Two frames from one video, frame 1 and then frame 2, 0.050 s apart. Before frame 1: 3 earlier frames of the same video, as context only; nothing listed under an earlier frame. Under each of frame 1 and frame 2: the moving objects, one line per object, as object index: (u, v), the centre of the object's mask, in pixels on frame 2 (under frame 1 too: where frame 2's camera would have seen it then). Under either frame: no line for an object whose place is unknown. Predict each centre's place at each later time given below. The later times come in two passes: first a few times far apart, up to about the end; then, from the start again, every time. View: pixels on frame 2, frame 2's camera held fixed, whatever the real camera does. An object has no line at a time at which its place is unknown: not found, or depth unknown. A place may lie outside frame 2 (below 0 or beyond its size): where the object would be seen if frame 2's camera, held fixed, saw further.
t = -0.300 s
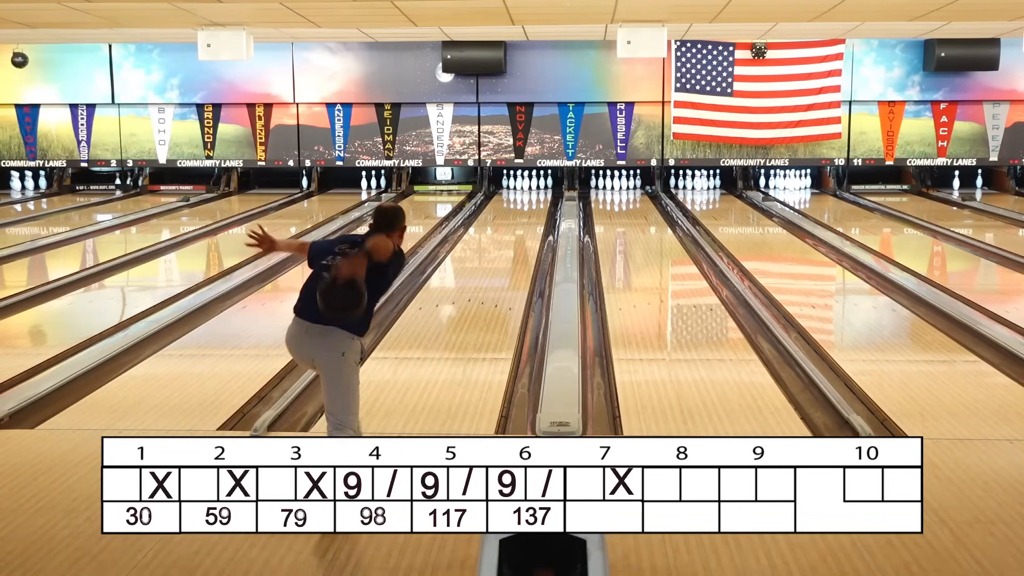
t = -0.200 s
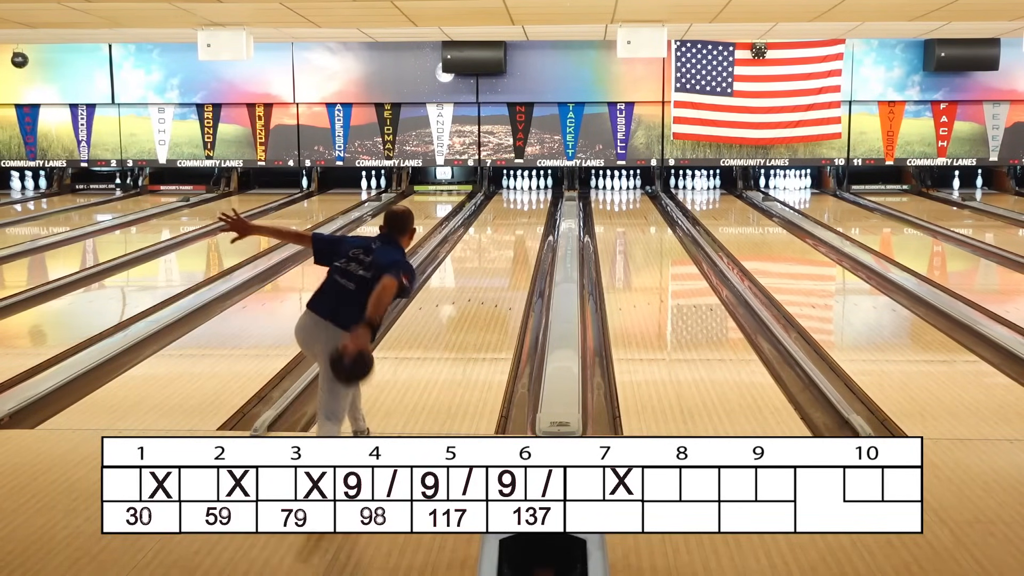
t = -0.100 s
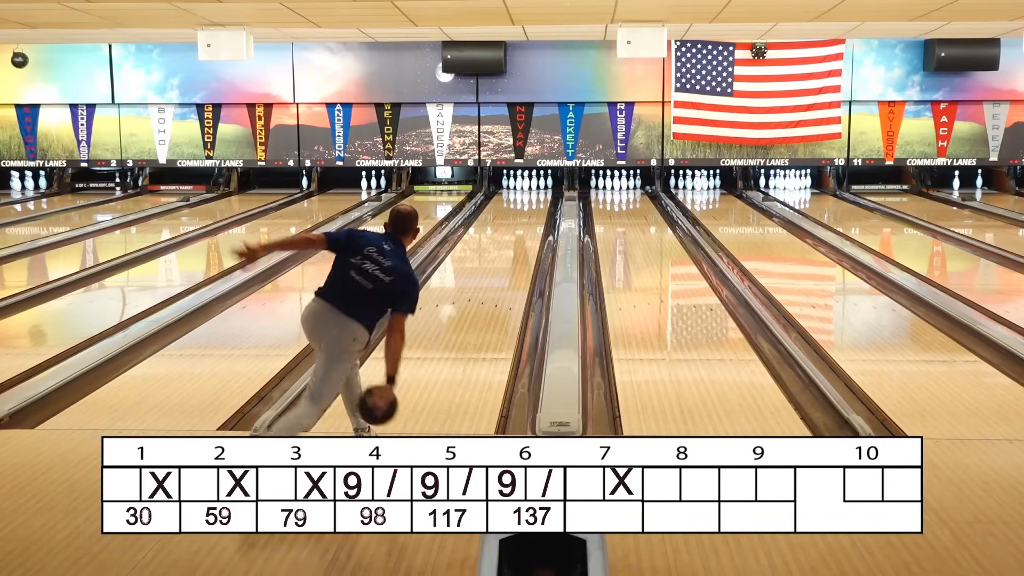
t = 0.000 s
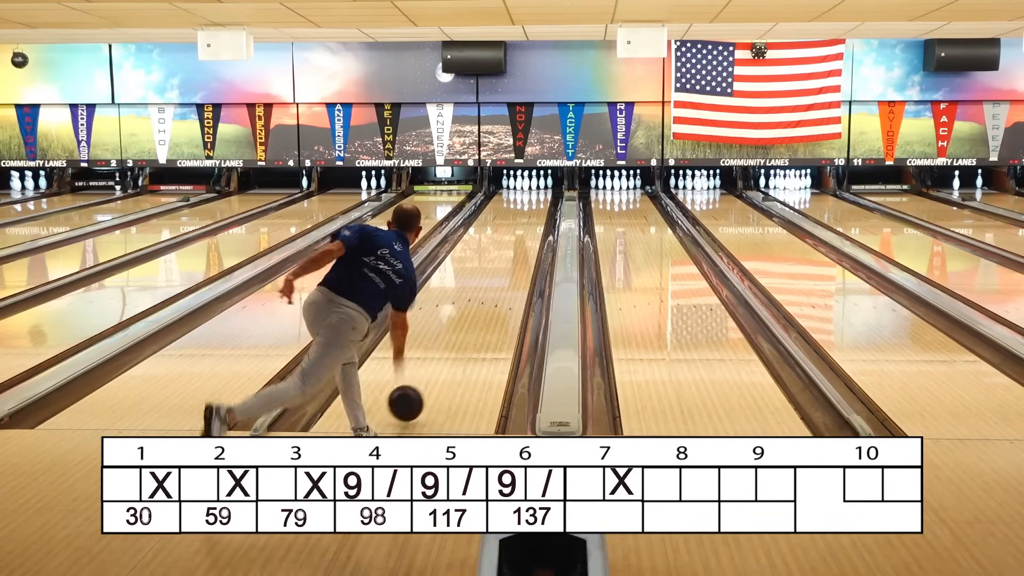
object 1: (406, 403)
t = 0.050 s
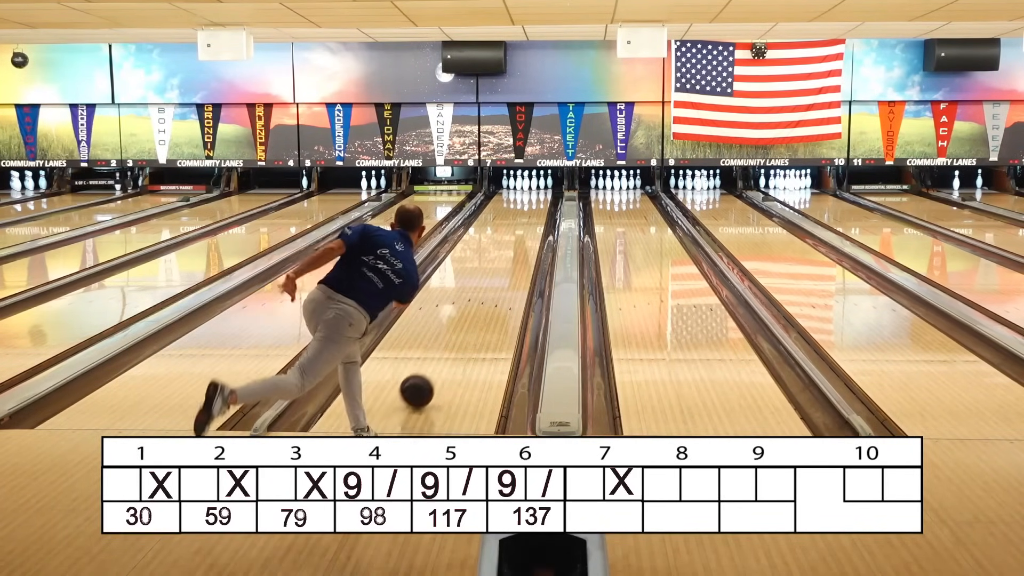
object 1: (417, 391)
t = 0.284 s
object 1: (457, 337)
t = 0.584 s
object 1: (490, 290)
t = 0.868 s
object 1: (510, 260)
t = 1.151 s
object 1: (524, 239)
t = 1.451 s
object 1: (534, 221)
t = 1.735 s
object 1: (539, 208)
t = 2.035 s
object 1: (540, 197)
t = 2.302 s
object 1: (535, 190)
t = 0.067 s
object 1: (420, 386)
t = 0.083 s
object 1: (424, 382)
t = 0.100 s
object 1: (427, 378)
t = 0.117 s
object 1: (430, 374)
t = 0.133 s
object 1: (433, 370)
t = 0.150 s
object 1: (436, 366)
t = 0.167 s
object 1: (439, 362)
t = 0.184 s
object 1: (442, 358)
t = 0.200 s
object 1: (445, 355)
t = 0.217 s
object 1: (447, 351)
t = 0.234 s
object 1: (450, 347)
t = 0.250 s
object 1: (452, 344)
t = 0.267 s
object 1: (454, 341)
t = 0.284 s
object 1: (457, 337)
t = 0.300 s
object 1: (459, 334)
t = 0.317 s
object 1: (461, 331)
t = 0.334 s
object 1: (463, 328)
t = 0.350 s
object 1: (465, 325)
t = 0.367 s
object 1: (467, 322)
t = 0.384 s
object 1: (469, 319)
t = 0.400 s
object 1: (471, 316)
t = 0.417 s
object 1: (473, 313)
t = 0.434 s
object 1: (475, 311)
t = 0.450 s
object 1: (477, 308)
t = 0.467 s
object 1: (478, 306)
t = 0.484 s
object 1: (480, 303)
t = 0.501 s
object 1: (482, 301)
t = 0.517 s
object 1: (483, 299)
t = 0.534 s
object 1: (485, 296)
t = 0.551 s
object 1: (487, 294)
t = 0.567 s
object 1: (488, 292)
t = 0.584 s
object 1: (490, 290)
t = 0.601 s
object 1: (491, 288)
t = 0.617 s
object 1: (492, 286)
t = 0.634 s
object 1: (494, 284)
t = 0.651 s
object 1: (495, 282)
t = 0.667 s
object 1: (496, 280)
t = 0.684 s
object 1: (497, 278)
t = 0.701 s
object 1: (499, 276)
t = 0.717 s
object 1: (500, 274)
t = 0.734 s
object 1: (501, 273)
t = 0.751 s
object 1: (502, 271)
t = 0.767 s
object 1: (504, 270)
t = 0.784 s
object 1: (505, 268)
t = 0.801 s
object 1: (506, 266)
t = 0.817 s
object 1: (507, 265)
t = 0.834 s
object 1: (508, 263)
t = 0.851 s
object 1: (509, 262)
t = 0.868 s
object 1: (510, 260)
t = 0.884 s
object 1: (511, 259)
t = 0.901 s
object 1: (512, 257)
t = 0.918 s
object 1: (513, 256)
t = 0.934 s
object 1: (514, 254)
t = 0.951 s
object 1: (514, 253)
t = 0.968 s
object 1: (515, 252)
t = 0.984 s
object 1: (516, 250)
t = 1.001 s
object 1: (517, 249)
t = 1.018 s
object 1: (518, 248)
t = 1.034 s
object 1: (519, 247)
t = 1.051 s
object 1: (519, 246)
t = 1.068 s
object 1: (520, 244)
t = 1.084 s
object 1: (521, 243)
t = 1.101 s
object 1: (522, 242)
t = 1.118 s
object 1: (523, 241)
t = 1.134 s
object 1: (523, 240)
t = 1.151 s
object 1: (524, 239)
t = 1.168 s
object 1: (525, 237)
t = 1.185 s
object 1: (525, 236)
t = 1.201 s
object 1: (526, 235)
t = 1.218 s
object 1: (526, 234)
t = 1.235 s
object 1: (527, 233)
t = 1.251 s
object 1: (528, 232)
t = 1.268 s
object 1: (528, 231)
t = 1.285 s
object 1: (529, 230)
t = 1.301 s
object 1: (529, 229)
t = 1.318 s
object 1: (530, 228)
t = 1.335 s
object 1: (530, 227)
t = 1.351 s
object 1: (531, 226)
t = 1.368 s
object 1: (532, 225)
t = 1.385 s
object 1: (532, 224)
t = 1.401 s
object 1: (532, 224)
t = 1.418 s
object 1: (533, 223)
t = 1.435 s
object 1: (533, 222)
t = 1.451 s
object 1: (534, 221)
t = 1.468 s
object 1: (534, 220)
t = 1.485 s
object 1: (535, 219)
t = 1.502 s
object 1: (535, 218)
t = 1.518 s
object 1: (535, 218)
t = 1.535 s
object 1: (536, 217)
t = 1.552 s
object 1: (536, 216)
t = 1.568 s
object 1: (537, 215)
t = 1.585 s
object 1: (537, 215)
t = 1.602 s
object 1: (537, 214)
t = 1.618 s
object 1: (538, 213)
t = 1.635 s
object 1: (538, 212)
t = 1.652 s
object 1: (538, 211)
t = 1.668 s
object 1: (538, 211)
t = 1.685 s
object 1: (539, 210)
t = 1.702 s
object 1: (539, 209)
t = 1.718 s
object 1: (539, 209)
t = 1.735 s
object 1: (539, 208)
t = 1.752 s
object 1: (540, 207)
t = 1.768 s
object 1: (540, 207)
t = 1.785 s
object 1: (540, 206)
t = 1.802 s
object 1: (540, 205)
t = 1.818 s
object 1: (540, 205)
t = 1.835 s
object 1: (540, 204)
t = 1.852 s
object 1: (540, 204)
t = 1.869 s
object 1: (540, 203)
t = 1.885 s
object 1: (540, 203)
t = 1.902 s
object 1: (541, 202)
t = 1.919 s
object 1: (540, 201)
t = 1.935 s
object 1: (541, 200)
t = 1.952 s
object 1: (540, 200)
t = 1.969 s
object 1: (540, 199)
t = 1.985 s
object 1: (540, 199)
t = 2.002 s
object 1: (540, 198)
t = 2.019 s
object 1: (540, 198)
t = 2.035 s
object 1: (540, 197)
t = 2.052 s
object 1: (540, 197)
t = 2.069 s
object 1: (540, 196)
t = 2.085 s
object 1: (540, 196)
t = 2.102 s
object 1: (539, 196)
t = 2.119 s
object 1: (539, 196)
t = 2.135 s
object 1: (540, 195)
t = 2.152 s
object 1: (539, 195)
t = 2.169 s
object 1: (538, 194)
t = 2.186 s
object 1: (538, 194)
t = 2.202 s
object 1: (538, 193)
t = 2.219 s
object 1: (538, 193)
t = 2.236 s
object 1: (537, 192)
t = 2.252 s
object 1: (537, 192)
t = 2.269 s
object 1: (537, 191)
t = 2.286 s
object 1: (536, 191)
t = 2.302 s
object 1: (535, 190)
